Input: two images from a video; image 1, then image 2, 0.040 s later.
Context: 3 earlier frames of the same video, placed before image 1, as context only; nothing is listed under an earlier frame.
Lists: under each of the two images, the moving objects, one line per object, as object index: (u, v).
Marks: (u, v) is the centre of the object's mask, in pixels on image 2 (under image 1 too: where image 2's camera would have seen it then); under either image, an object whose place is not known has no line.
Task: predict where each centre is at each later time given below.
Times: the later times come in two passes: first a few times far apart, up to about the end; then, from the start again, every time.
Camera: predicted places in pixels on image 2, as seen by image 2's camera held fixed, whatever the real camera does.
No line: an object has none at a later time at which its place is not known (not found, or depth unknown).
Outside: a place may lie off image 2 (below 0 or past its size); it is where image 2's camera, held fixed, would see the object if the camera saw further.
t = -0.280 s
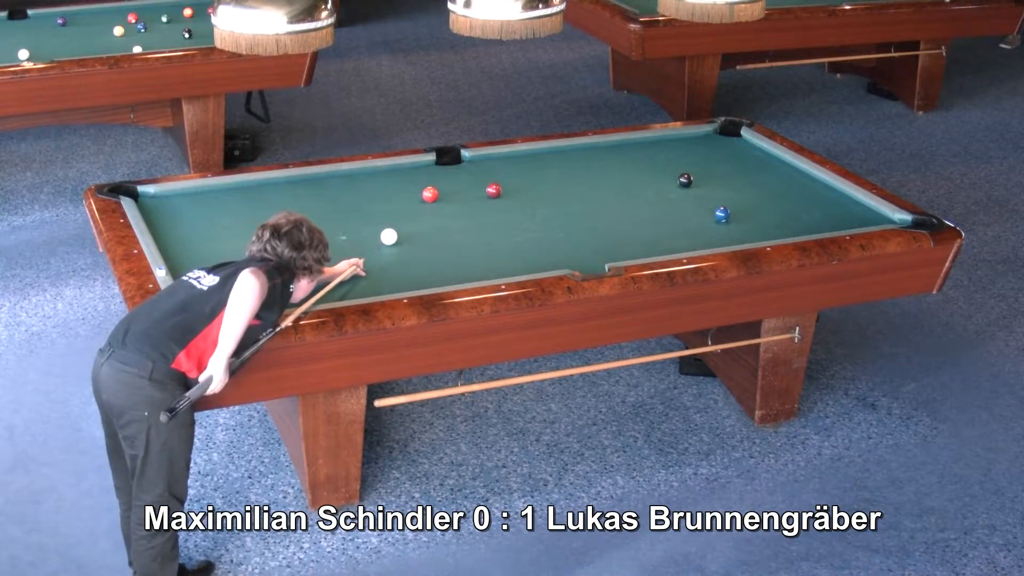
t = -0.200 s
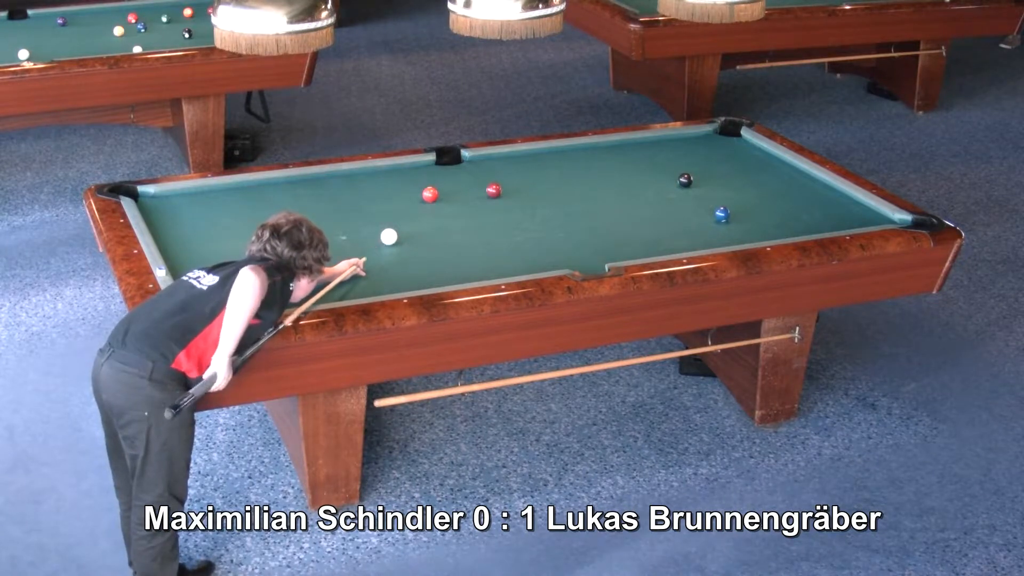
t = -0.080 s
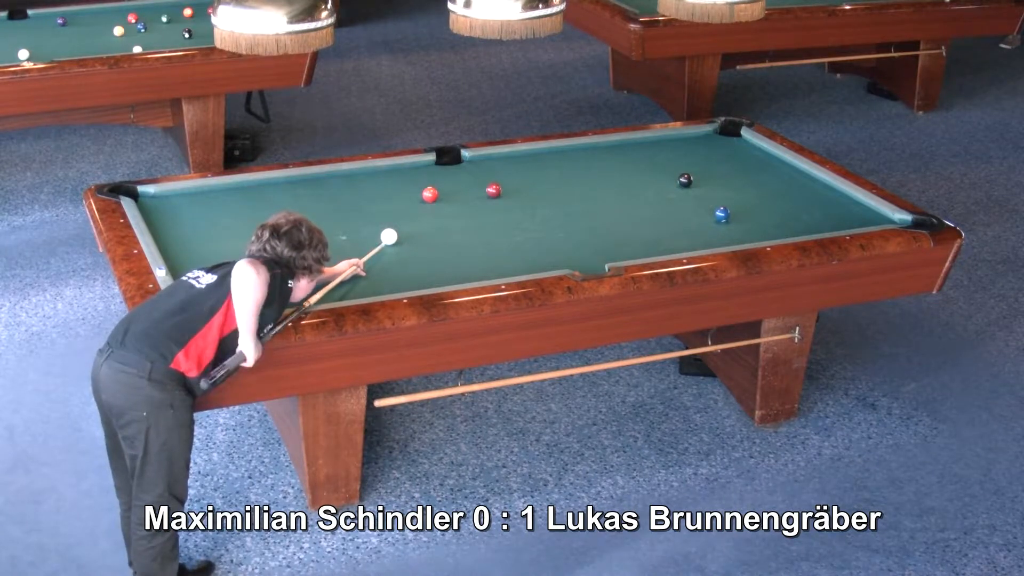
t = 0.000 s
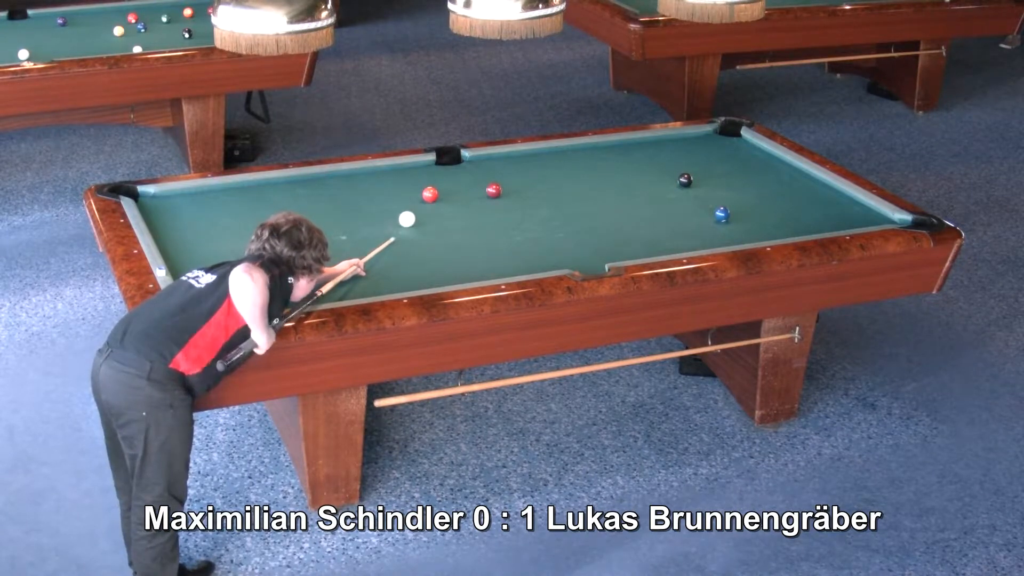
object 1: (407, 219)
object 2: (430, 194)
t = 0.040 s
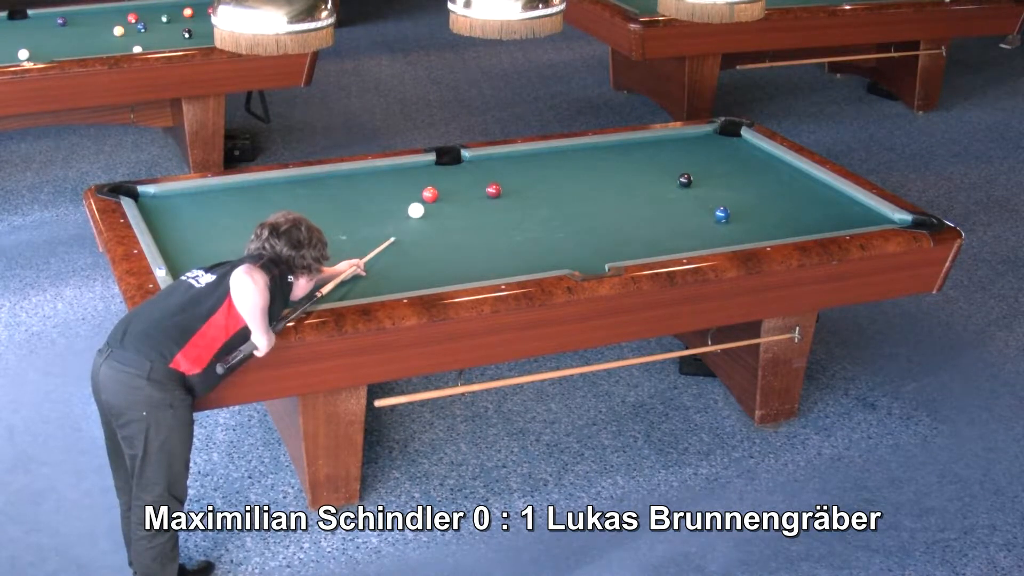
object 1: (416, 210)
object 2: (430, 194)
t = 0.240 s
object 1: (435, 201)
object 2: (442, 171)
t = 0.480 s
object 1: (447, 203)
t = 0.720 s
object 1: (458, 206)
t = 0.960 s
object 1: (468, 208)
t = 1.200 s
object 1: (476, 210)
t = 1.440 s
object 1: (484, 212)
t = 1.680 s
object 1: (490, 213)
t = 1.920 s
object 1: (495, 214)
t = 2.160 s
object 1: (499, 215)
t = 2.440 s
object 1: (502, 216)
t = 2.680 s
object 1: (503, 216)
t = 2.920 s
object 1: (503, 216)
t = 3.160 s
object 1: (503, 216)
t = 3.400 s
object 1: (503, 216)
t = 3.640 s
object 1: (503, 217)
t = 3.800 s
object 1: (503, 217)
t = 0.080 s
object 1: (424, 202)
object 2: (431, 193)
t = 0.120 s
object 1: (429, 199)
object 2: (433, 189)
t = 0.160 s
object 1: (431, 200)
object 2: (435, 183)
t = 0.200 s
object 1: (433, 200)
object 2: (439, 177)
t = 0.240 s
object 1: (435, 201)
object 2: (442, 171)
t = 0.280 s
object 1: (437, 201)
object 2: (445, 166)
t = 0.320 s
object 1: (439, 202)
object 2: (447, 161)
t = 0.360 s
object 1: (441, 202)
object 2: (450, 157)
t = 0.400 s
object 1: (443, 203)
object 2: (450, 157)
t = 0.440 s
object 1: (445, 203)
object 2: (442, 161)
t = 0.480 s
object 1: (447, 203)
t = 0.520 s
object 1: (449, 204)
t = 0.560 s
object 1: (451, 204)
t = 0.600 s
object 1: (453, 205)
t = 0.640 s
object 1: (454, 205)
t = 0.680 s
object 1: (456, 205)
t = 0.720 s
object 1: (458, 206)
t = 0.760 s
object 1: (460, 206)
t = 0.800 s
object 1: (461, 207)
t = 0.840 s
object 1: (463, 207)
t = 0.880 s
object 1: (464, 207)
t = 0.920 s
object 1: (466, 208)
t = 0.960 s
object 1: (468, 208)
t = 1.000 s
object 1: (469, 208)
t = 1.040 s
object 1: (471, 209)
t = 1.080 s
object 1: (472, 209)
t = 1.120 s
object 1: (473, 209)
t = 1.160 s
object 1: (475, 210)
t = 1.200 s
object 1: (476, 210)
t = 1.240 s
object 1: (477, 210)
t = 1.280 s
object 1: (479, 211)
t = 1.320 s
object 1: (480, 211)
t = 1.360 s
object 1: (481, 211)
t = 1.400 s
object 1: (483, 211)
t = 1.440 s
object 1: (484, 212)
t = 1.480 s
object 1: (485, 212)
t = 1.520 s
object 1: (486, 212)
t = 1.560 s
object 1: (487, 212)
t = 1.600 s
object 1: (488, 213)
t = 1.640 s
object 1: (489, 213)
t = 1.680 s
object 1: (490, 213)
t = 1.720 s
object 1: (491, 213)
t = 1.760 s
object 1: (492, 213)
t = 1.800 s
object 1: (493, 214)
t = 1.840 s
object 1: (493, 214)
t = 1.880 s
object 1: (494, 214)
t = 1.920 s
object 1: (495, 214)
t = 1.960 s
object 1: (496, 214)
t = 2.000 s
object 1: (496, 215)
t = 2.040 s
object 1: (497, 215)
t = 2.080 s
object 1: (498, 215)
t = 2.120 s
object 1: (498, 215)
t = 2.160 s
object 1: (499, 215)
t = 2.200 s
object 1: (499, 215)
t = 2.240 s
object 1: (500, 215)
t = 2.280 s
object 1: (500, 216)
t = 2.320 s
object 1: (501, 216)
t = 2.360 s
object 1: (501, 216)
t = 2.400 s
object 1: (501, 216)
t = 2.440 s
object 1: (502, 216)
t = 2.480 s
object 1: (502, 216)
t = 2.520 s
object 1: (502, 216)
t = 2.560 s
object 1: (503, 216)
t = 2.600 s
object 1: (503, 216)
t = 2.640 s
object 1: (503, 216)
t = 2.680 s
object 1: (503, 216)
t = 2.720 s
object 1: (503, 216)
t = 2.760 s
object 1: (503, 216)
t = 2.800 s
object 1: (503, 216)
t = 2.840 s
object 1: (503, 216)
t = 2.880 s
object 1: (503, 216)
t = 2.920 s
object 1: (503, 216)
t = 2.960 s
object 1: (503, 216)
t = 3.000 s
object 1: (503, 216)
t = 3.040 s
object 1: (503, 216)
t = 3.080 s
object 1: (503, 216)
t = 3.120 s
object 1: (503, 216)
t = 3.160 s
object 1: (503, 216)
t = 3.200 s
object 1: (503, 216)
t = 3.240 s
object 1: (503, 217)
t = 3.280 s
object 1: (503, 216)
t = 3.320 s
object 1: (503, 217)
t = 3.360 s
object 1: (503, 216)
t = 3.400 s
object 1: (503, 216)
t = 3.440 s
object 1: (503, 217)
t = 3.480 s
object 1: (503, 217)
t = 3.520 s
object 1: (503, 216)
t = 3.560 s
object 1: (503, 217)
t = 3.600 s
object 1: (503, 216)
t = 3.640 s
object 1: (503, 217)
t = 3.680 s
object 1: (503, 217)
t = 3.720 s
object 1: (503, 217)
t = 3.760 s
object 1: (503, 217)
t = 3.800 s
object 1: (503, 217)
